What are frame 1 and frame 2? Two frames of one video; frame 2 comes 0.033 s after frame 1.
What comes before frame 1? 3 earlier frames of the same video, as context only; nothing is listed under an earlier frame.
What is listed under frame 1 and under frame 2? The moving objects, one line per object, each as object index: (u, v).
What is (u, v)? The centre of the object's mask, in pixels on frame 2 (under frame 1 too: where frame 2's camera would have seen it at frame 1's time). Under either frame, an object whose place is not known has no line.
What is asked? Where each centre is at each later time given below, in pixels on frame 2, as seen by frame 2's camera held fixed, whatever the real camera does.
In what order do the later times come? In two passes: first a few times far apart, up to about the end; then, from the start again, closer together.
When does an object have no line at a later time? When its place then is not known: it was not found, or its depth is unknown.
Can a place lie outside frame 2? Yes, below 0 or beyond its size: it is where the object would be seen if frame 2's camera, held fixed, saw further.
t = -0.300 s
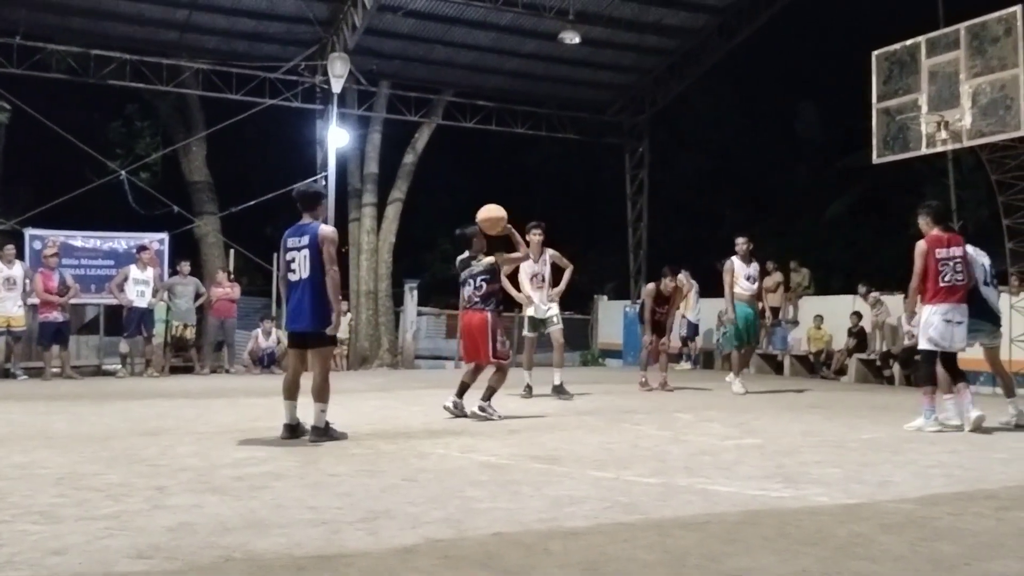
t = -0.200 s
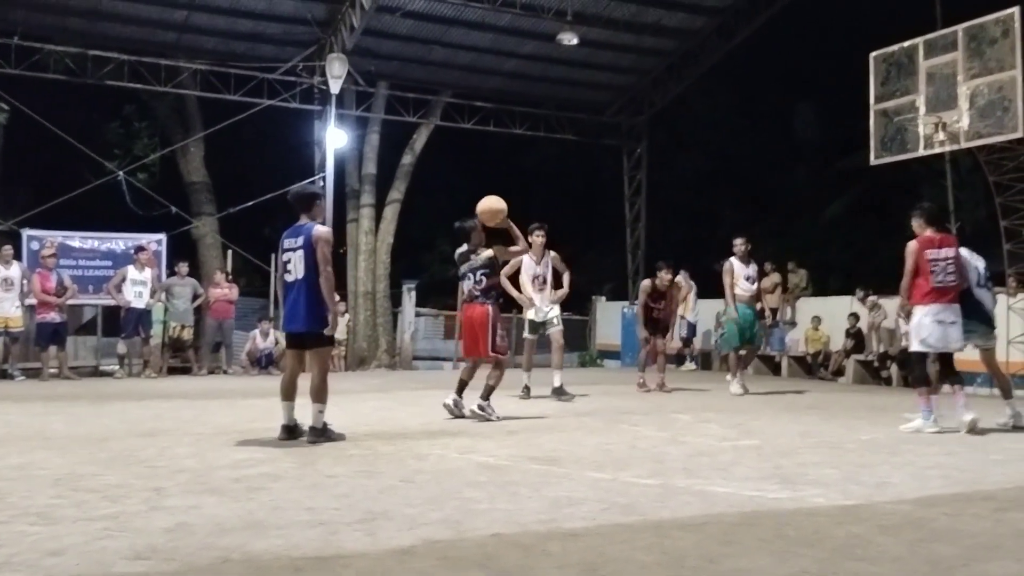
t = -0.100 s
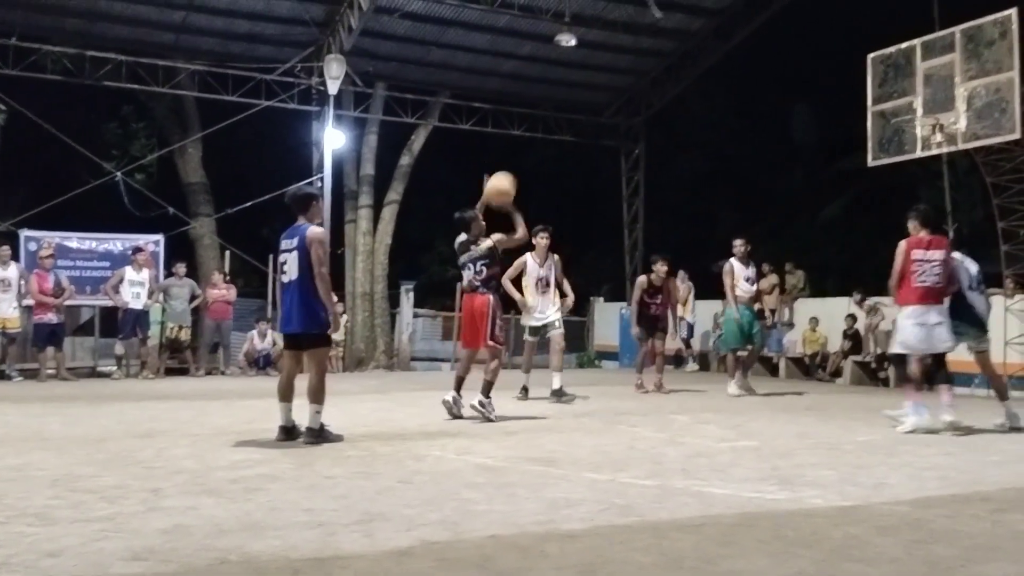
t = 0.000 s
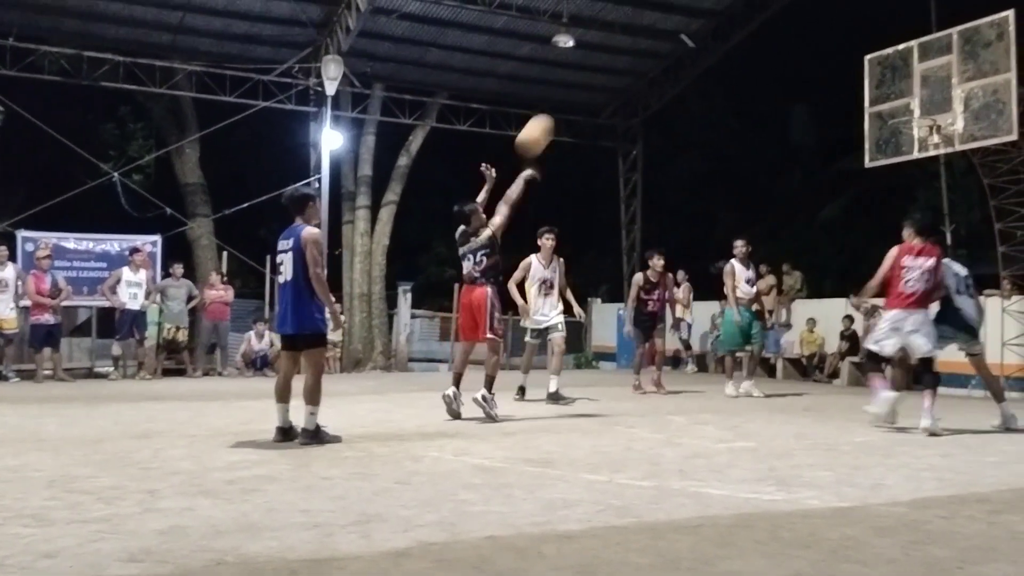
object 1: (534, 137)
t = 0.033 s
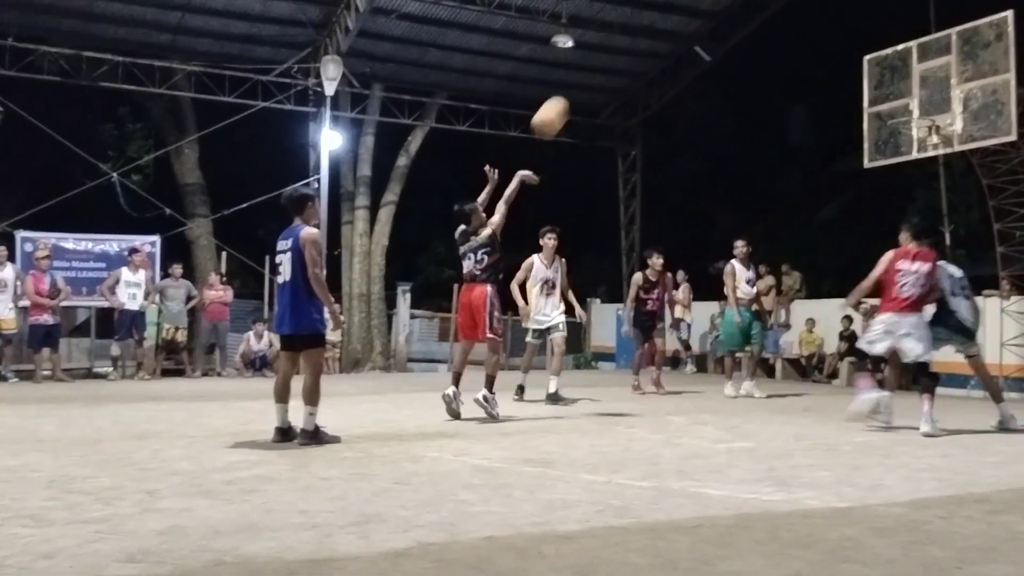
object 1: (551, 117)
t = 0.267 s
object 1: (657, 28)
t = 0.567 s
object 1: (778, 9)
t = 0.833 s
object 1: (874, 69)
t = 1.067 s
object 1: (913, 162)
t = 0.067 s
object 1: (567, 101)
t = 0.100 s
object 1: (582, 85)
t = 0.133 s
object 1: (598, 71)
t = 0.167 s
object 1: (613, 58)
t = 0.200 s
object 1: (628, 47)
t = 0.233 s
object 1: (643, 37)
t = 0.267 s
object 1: (657, 28)
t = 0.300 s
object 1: (672, 21)
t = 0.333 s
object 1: (686, 15)
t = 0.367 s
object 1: (699, 11)
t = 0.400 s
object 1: (713, 8)
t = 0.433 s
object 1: (727, 7)
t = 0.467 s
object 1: (740, 7)
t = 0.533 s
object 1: (766, 7)
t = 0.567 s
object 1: (778, 9)
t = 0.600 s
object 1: (791, 12)
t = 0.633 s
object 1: (803, 17)
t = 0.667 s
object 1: (815, 23)
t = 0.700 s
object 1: (827, 30)
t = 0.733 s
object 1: (839, 38)
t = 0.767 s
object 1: (850, 47)
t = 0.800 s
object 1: (860, 56)
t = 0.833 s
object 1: (874, 69)
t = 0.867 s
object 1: (884, 80)
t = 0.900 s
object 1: (895, 92)
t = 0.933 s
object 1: (905, 106)
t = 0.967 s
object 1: (916, 121)
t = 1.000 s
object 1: (921, 134)
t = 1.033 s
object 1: (918, 147)
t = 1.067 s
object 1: (913, 162)
